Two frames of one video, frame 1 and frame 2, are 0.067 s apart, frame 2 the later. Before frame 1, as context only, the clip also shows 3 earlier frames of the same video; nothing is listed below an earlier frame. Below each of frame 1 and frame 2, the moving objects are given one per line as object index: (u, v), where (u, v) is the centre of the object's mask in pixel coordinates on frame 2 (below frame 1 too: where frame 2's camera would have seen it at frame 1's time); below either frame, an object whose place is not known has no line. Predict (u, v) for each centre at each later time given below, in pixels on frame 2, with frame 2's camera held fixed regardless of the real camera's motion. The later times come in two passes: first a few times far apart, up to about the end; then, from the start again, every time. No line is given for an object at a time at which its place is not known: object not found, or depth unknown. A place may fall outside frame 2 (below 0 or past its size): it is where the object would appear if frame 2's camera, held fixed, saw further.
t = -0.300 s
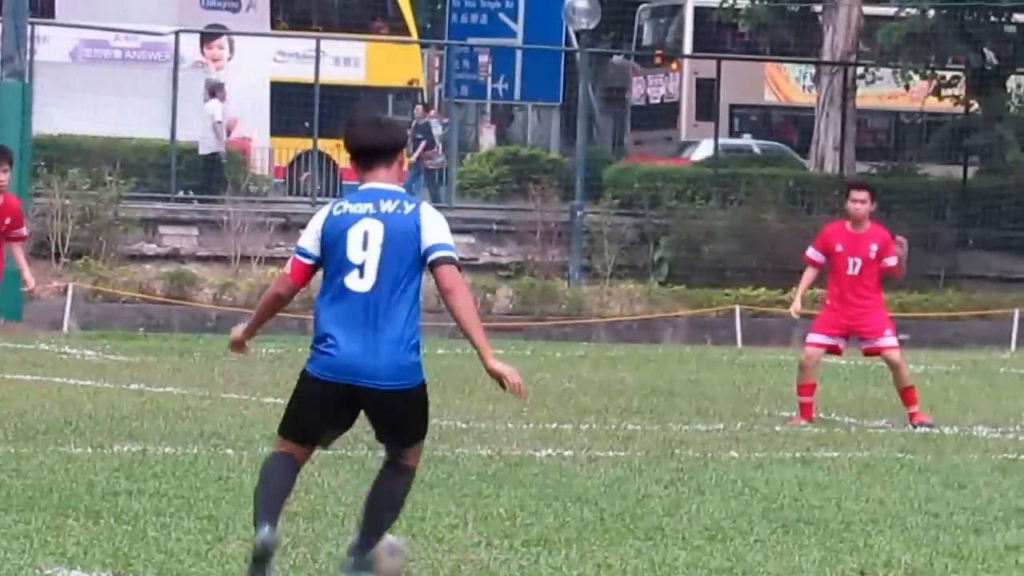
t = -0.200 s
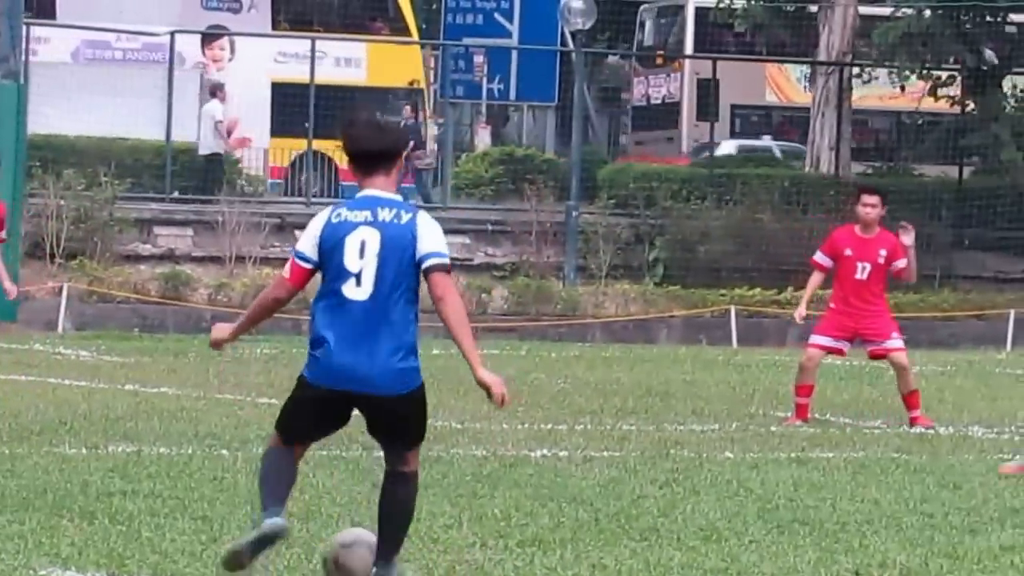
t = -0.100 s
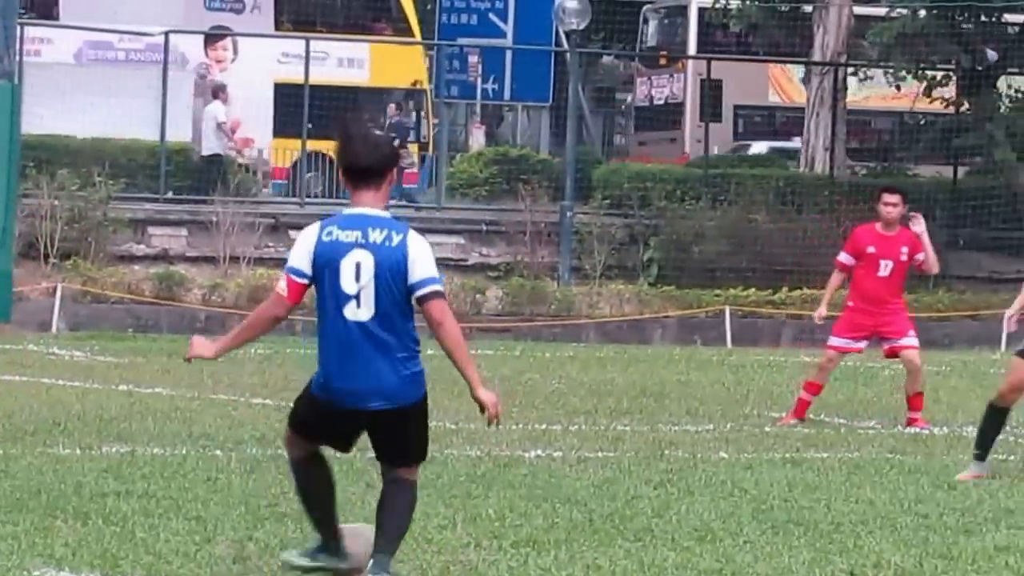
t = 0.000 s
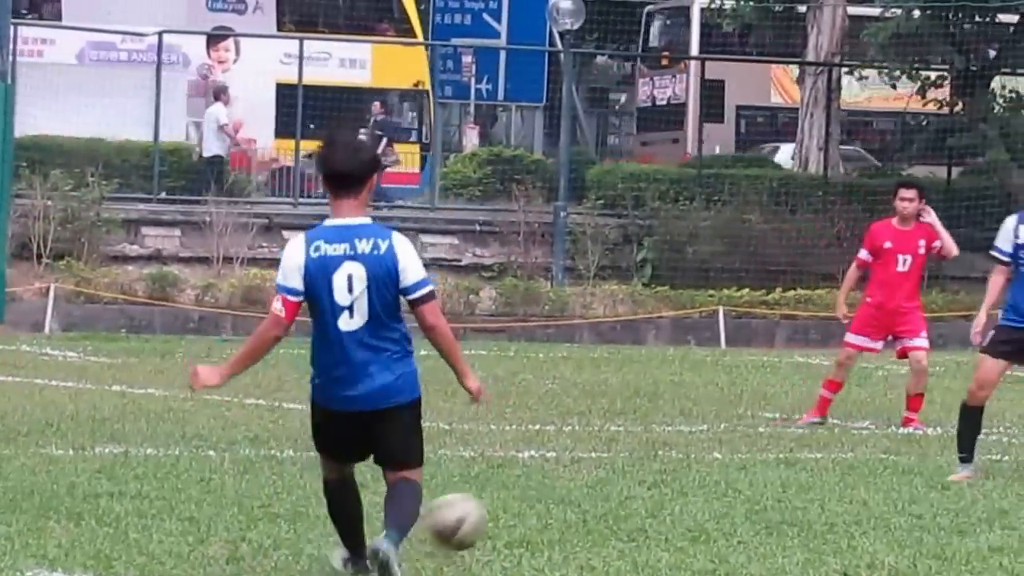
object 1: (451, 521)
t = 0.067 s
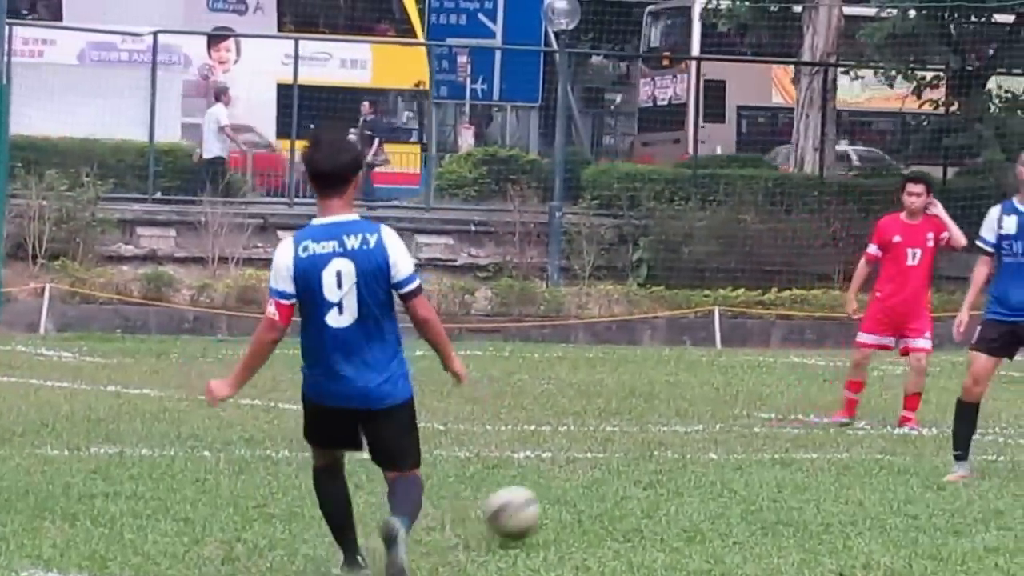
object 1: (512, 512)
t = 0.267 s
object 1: (655, 478)
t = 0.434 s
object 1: (746, 487)
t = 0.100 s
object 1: (540, 512)
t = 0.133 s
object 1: (569, 513)
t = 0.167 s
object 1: (594, 507)
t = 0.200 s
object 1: (614, 495)
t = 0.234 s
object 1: (636, 485)
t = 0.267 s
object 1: (655, 478)
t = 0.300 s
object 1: (674, 476)
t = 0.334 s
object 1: (693, 475)
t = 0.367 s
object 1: (711, 477)
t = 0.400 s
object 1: (728, 482)
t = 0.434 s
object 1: (746, 487)
